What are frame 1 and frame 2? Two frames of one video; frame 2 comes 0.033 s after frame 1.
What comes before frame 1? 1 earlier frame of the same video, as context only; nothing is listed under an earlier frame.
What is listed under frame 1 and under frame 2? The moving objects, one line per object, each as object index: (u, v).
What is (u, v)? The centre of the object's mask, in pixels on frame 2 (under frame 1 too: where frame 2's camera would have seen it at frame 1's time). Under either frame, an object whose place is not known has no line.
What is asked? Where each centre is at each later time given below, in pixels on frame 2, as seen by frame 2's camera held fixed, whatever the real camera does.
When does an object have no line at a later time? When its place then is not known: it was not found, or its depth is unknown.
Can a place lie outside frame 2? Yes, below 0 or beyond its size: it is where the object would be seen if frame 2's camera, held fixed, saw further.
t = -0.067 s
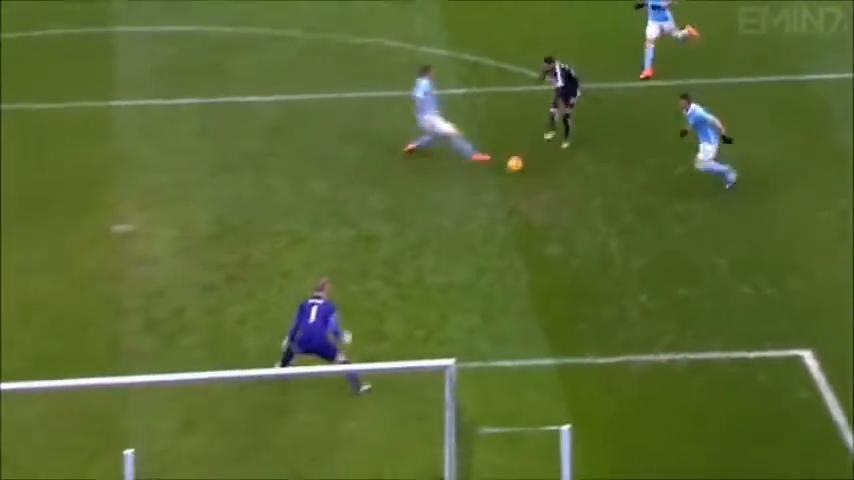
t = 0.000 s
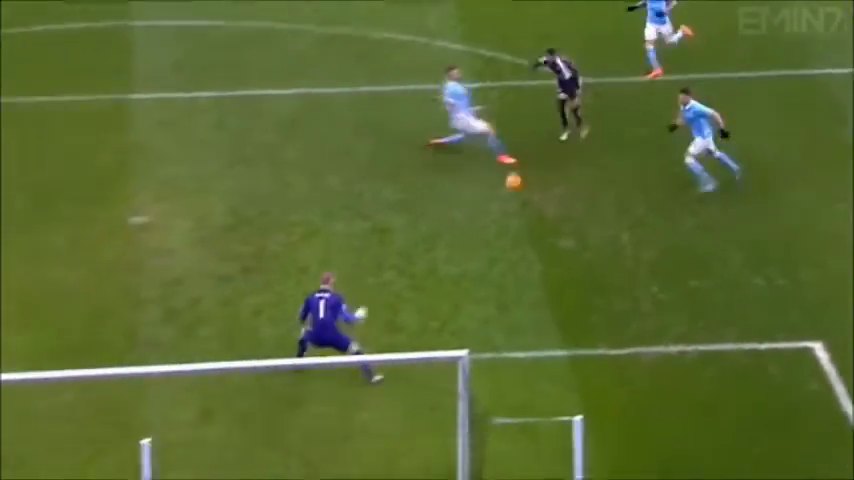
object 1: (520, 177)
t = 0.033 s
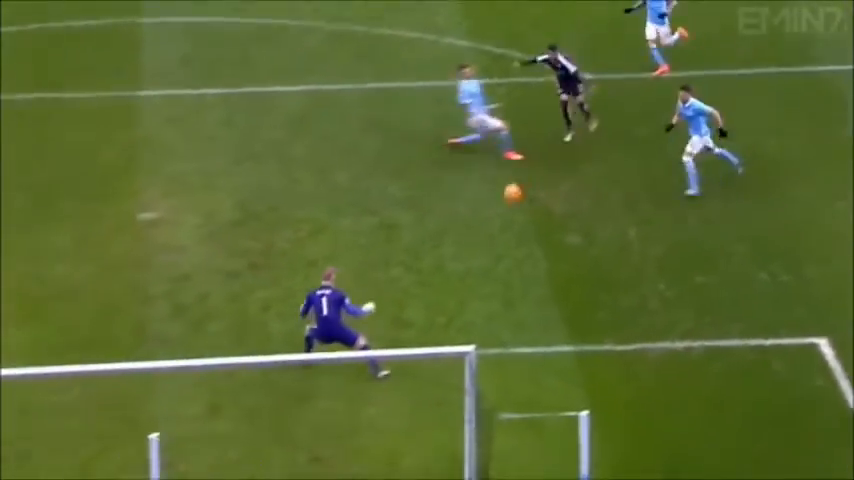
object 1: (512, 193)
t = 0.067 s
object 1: (504, 209)
